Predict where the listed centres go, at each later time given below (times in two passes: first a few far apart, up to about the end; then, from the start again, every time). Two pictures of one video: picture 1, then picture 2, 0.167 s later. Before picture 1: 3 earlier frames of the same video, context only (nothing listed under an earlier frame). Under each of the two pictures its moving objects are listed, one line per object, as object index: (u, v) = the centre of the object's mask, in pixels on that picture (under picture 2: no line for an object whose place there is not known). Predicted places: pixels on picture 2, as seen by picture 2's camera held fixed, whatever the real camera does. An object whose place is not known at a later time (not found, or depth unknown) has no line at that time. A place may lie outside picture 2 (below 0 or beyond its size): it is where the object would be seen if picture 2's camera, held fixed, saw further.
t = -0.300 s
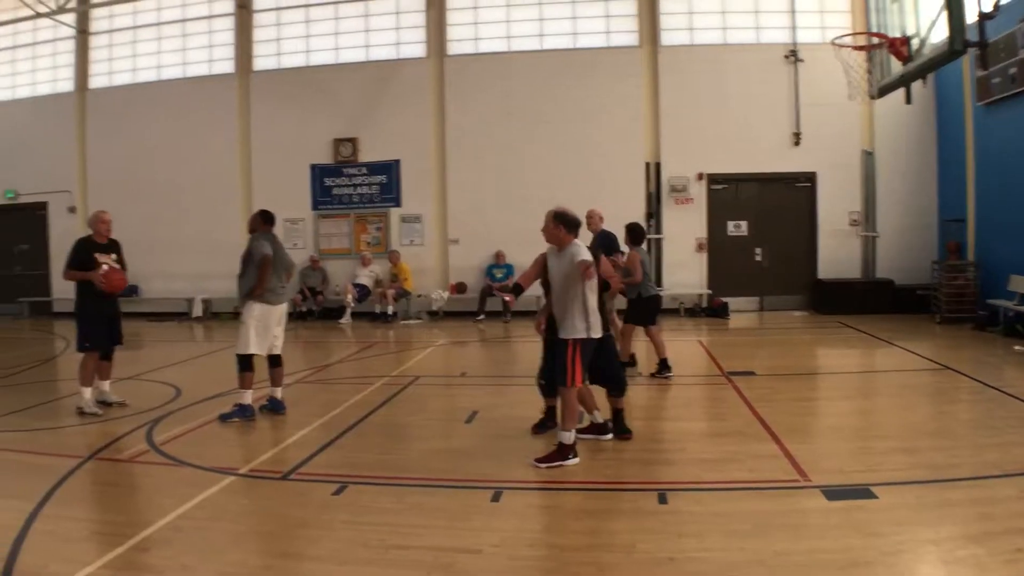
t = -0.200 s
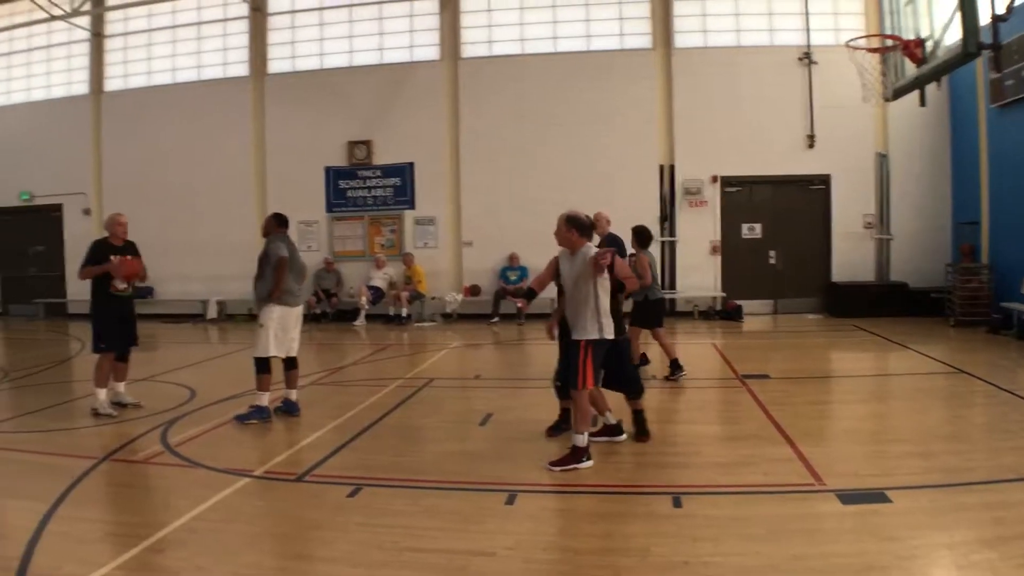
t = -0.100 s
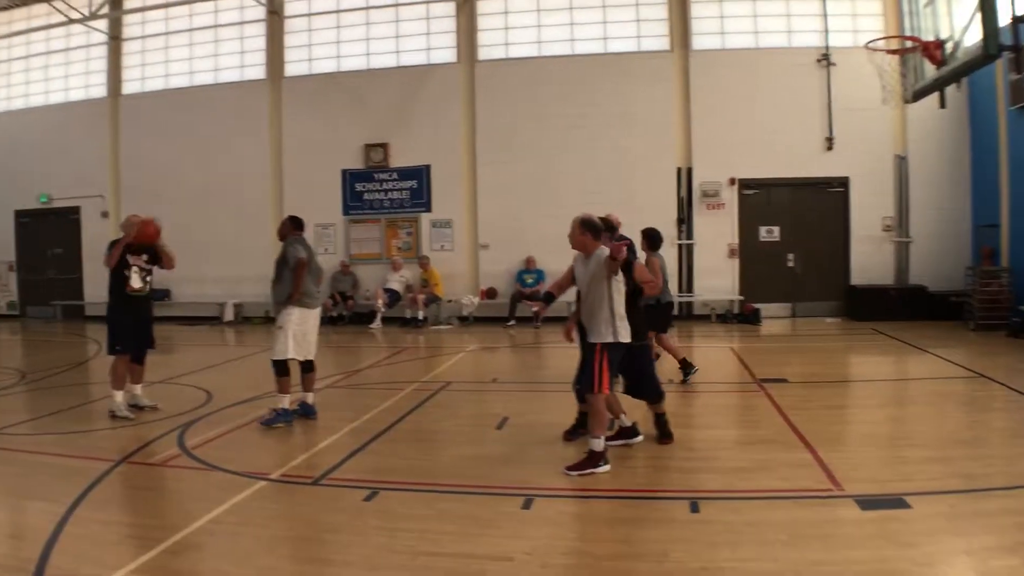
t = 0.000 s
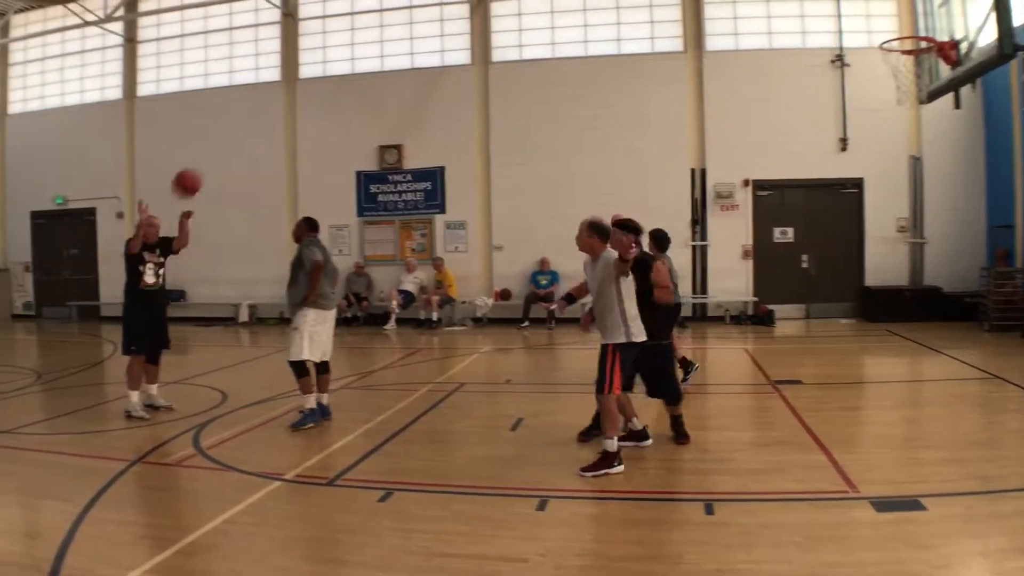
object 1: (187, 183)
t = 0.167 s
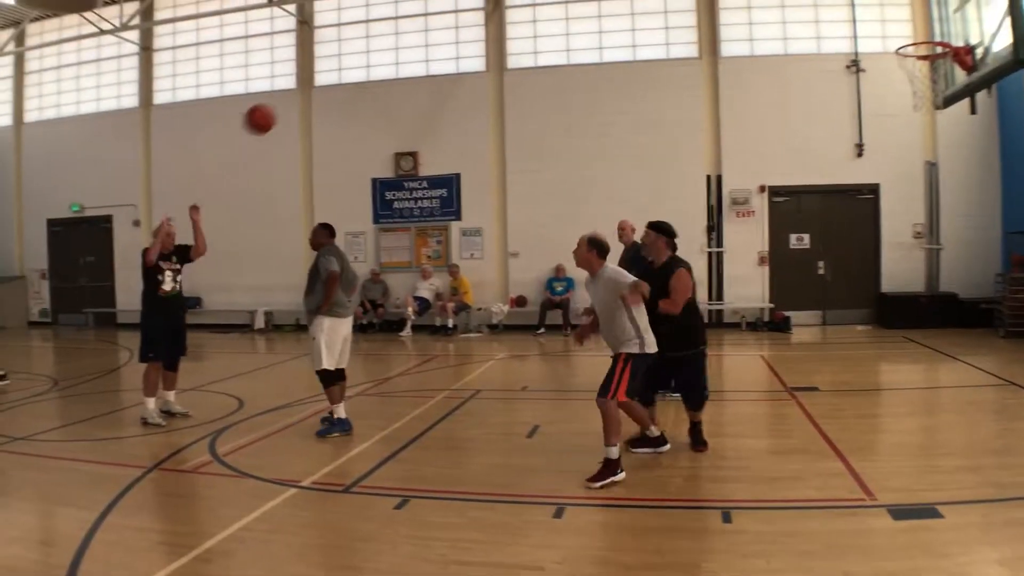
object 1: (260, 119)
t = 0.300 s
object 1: (315, 80)
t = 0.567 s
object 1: (449, 61)
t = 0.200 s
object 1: (273, 107)
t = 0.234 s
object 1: (286, 97)
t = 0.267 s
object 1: (302, 87)
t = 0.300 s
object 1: (315, 80)
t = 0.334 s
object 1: (331, 72)
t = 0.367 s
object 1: (346, 66)
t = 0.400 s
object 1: (362, 61)
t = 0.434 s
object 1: (379, 58)
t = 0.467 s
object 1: (396, 57)
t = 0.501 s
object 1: (413, 57)
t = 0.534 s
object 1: (432, 59)
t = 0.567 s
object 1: (449, 61)
